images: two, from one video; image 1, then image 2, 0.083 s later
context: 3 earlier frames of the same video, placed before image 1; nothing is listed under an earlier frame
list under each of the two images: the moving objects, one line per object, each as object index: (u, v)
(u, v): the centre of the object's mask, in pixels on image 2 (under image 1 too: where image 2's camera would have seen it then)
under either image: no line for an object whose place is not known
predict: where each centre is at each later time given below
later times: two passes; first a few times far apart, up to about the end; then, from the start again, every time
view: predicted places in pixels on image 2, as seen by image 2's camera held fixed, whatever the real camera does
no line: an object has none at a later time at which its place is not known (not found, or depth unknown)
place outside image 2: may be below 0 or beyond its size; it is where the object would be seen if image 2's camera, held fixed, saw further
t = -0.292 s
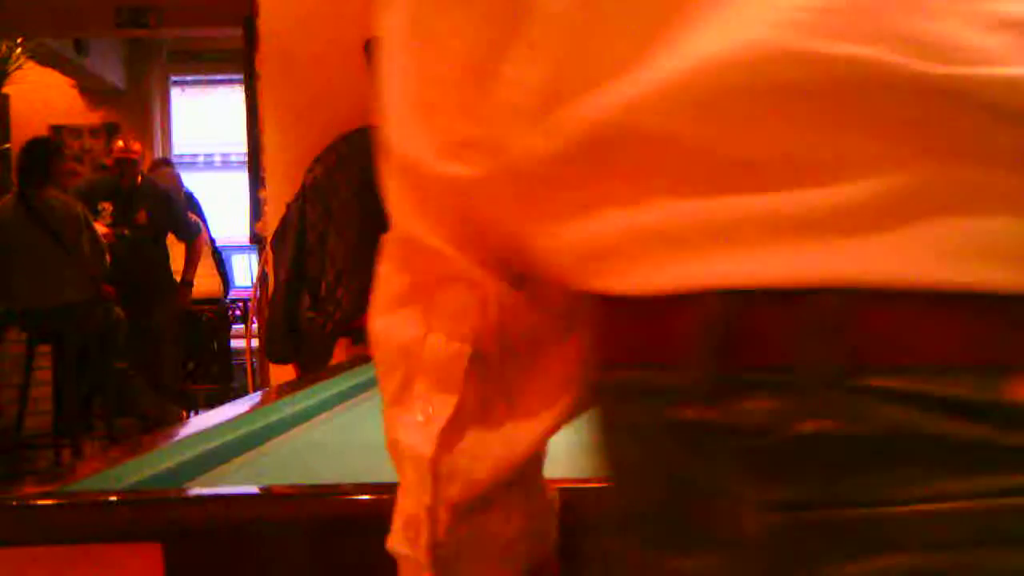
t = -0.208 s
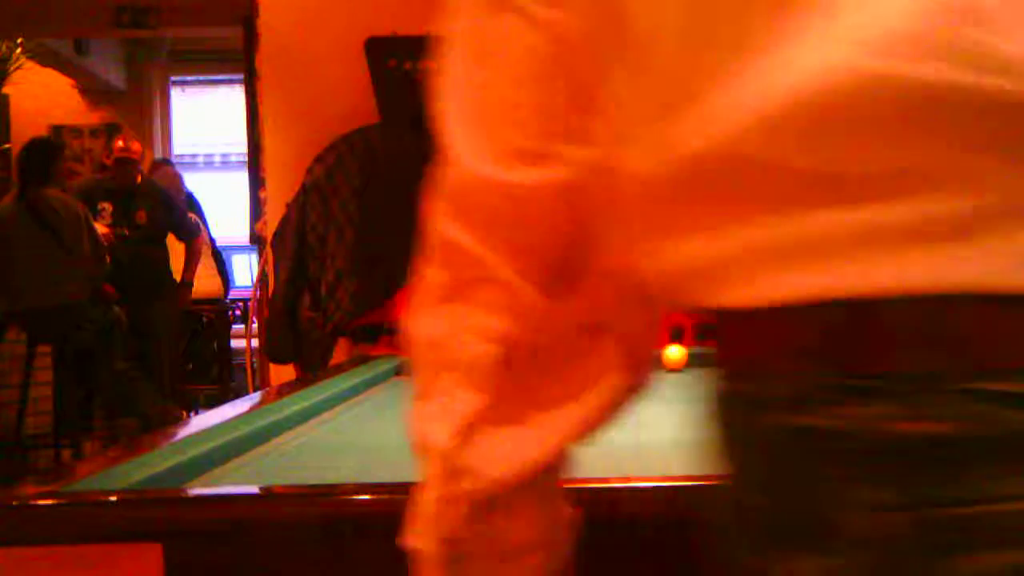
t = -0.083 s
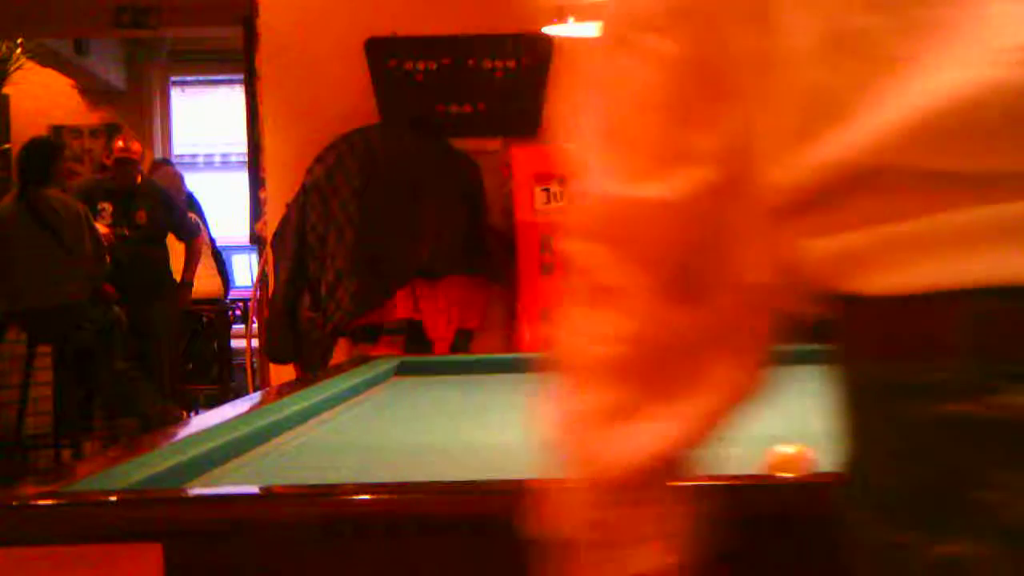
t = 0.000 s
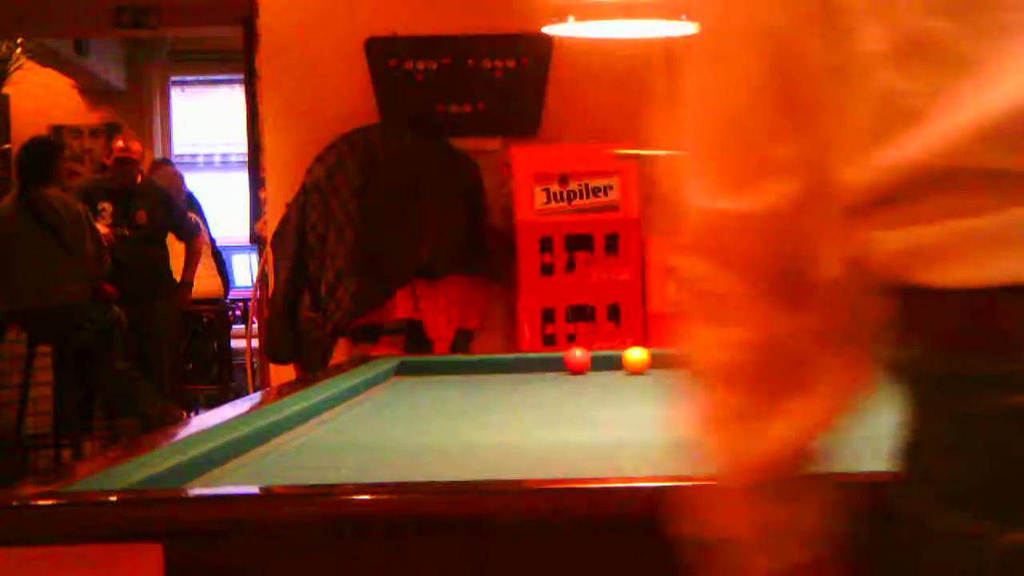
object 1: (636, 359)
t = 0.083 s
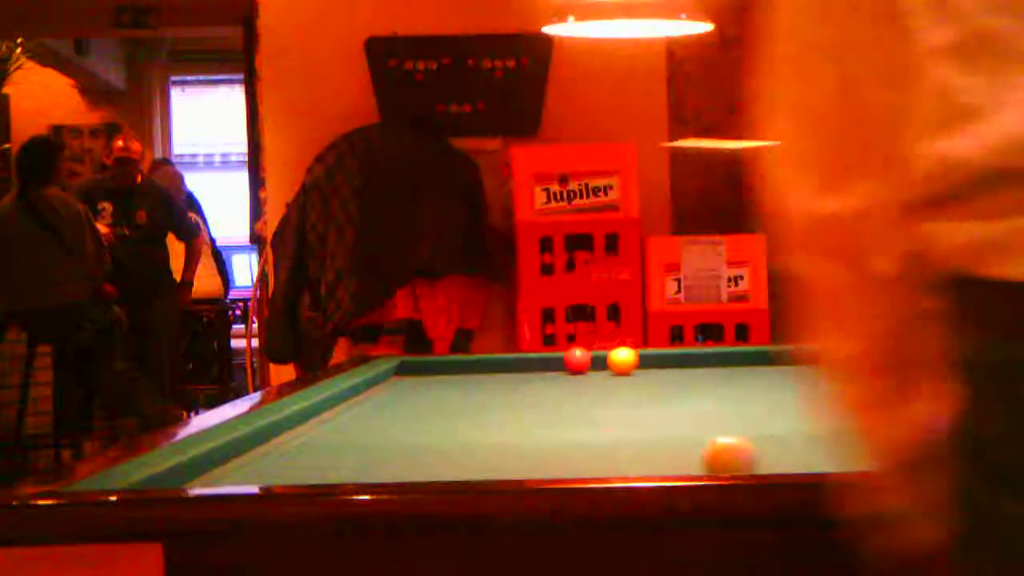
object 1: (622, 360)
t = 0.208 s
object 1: (601, 362)
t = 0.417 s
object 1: (563, 364)
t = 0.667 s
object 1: (519, 367)
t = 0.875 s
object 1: (482, 369)
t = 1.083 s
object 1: (445, 371)
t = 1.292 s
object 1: (409, 373)
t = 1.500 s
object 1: (397, 374)
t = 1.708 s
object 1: (415, 375)
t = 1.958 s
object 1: (437, 375)
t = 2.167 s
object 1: (454, 376)
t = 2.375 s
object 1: (470, 376)
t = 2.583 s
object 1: (486, 376)
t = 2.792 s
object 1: (500, 377)
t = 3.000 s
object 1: (514, 377)
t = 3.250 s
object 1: (529, 378)
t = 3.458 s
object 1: (541, 378)
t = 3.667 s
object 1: (552, 378)
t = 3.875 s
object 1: (562, 379)
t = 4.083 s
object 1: (571, 379)
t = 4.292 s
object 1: (579, 379)
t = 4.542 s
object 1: (586, 379)
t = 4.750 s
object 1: (592, 379)
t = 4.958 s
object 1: (597, 380)
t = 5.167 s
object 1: (600, 380)
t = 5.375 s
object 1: (602, 380)
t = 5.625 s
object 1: (603, 380)
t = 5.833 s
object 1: (604, 380)
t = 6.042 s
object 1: (603, 380)
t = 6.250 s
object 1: (604, 380)
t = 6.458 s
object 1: (604, 380)
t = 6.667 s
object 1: (604, 380)
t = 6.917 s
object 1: (604, 380)
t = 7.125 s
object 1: (604, 380)
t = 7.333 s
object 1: (604, 380)
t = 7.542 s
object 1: (604, 380)
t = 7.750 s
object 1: (604, 380)
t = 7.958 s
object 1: (604, 380)
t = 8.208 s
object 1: (604, 380)
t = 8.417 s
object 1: (604, 380)
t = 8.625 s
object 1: (604, 380)
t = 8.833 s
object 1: (604, 380)
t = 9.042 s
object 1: (604, 380)
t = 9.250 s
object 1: (604, 380)
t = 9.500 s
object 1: (604, 380)
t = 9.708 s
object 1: (604, 380)
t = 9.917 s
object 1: (604, 380)
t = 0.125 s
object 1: (615, 361)
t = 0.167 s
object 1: (608, 361)
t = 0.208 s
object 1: (601, 362)
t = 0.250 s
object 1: (593, 362)
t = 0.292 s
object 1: (585, 362)
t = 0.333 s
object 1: (577, 362)
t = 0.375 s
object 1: (570, 363)
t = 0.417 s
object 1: (563, 364)
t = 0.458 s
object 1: (555, 364)
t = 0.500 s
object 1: (548, 364)
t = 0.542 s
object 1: (541, 365)
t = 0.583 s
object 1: (534, 366)
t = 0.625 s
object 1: (526, 366)
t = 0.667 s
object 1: (519, 367)
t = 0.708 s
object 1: (511, 367)
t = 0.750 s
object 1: (504, 368)
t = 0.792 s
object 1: (497, 368)
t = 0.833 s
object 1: (489, 368)
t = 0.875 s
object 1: (482, 369)
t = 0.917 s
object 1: (475, 369)
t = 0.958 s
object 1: (467, 370)
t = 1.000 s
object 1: (460, 370)
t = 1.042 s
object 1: (453, 370)
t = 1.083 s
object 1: (445, 371)
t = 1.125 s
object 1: (438, 371)
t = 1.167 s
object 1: (430, 372)
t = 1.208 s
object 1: (424, 372)
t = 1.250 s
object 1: (416, 373)
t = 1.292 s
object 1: (409, 373)
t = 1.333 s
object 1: (402, 373)
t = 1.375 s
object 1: (395, 373)
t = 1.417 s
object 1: (390, 374)
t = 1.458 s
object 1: (394, 374)
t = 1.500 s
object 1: (397, 374)
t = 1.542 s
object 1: (401, 374)
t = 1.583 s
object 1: (405, 375)
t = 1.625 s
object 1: (408, 374)
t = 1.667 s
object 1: (412, 375)
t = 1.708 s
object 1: (415, 375)
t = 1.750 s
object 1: (419, 375)
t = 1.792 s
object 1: (423, 375)
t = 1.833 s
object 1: (426, 375)
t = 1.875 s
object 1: (430, 375)
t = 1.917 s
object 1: (433, 375)
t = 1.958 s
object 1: (437, 375)
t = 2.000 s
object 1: (440, 375)
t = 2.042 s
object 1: (443, 375)
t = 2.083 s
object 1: (447, 376)
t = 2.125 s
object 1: (450, 376)
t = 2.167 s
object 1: (454, 376)
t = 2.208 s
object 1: (457, 375)
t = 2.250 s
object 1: (460, 376)
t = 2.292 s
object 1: (464, 376)
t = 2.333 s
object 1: (467, 376)
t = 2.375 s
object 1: (470, 376)
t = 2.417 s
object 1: (473, 376)
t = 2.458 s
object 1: (476, 376)
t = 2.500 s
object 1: (480, 376)
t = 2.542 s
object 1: (483, 376)
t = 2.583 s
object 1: (486, 376)
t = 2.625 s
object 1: (489, 376)
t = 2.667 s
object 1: (491, 377)
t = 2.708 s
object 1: (494, 377)
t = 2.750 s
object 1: (497, 377)
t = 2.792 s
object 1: (500, 377)
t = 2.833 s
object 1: (503, 377)
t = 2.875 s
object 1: (506, 377)
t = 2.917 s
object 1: (509, 377)
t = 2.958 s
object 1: (511, 377)
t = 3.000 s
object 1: (514, 377)
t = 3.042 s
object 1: (516, 377)
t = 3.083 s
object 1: (519, 377)
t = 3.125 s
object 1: (522, 377)
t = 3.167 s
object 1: (524, 378)
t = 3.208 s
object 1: (527, 378)
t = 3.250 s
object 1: (529, 378)
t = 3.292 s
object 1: (532, 378)
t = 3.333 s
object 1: (534, 378)
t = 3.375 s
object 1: (537, 378)
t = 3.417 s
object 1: (539, 378)
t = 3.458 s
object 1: (541, 378)
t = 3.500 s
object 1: (544, 378)
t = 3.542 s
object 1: (546, 378)
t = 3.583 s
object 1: (548, 378)
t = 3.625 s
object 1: (550, 378)
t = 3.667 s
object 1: (552, 378)
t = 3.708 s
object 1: (554, 378)
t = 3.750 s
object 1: (556, 379)
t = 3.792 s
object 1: (558, 379)
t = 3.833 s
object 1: (560, 379)
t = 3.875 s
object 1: (562, 379)
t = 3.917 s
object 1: (564, 378)
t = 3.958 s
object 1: (566, 379)
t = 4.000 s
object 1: (567, 379)
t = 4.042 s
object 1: (569, 379)
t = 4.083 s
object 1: (571, 379)
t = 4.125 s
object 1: (572, 379)
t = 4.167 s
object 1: (574, 379)
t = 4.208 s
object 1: (576, 379)
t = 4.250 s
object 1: (577, 379)
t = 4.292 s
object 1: (579, 379)
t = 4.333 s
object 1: (580, 379)
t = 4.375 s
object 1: (581, 379)
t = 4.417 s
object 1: (582, 379)
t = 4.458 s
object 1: (584, 380)
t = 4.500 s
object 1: (585, 379)
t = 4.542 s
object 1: (586, 379)
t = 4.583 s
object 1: (587, 379)
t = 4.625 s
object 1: (589, 380)
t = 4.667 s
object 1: (590, 379)
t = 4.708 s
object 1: (591, 379)
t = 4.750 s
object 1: (592, 379)
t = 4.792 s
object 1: (593, 379)
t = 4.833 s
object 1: (594, 380)
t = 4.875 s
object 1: (595, 379)
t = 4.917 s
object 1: (596, 380)
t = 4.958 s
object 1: (597, 380)
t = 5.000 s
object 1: (597, 380)
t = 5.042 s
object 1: (598, 380)
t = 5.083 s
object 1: (599, 380)
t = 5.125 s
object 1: (599, 380)
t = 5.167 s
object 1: (600, 380)
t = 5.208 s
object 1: (601, 380)
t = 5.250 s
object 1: (601, 380)
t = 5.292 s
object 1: (601, 380)
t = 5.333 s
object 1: (602, 380)
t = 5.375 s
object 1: (602, 380)
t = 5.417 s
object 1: (603, 380)
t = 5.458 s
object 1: (603, 380)
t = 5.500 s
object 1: (603, 380)
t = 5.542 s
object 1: (603, 380)
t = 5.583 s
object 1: (603, 380)
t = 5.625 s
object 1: (603, 380)
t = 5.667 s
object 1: (604, 380)
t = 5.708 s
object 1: (604, 380)
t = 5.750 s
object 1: (604, 380)
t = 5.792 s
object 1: (604, 380)
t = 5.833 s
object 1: (604, 380)
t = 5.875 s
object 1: (604, 380)
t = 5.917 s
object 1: (604, 380)
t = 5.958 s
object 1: (604, 380)
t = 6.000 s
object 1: (604, 380)
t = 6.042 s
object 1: (603, 380)
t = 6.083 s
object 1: (604, 380)
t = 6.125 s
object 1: (604, 380)
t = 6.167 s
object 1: (604, 380)
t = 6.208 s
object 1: (604, 380)
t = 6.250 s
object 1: (604, 380)
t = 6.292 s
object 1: (604, 380)
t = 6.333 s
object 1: (604, 380)
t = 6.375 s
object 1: (604, 380)
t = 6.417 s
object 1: (604, 380)
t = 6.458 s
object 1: (604, 380)
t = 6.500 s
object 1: (604, 380)
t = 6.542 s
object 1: (604, 380)
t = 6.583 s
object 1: (604, 380)
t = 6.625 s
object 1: (604, 380)
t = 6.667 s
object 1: (604, 380)
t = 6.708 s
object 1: (604, 380)
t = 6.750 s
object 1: (604, 380)
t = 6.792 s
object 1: (604, 380)
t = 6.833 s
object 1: (604, 380)
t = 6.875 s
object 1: (604, 380)
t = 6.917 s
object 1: (604, 380)
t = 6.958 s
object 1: (604, 380)
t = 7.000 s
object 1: (604, 380)
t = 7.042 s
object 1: (604, 380)
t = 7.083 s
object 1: (604, 380)
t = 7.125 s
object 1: (604, 380)
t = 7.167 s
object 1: (604, 380)
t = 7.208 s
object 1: (604, 380)
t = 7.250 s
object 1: (604, 380)
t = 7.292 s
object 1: (604, 380)
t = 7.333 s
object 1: (604, 380)
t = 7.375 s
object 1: (604, 380)
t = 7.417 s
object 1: (604, 380)
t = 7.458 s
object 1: (604, 380)
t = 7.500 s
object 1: (604, 380)
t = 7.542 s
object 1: (604, 380)
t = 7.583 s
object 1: (604, 380)
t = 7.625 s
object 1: (604, 380)
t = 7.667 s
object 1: (604, 380)
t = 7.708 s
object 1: (604, 380)
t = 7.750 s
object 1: (604, 380)
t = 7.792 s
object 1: (604, 380)
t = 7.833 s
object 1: (604, 380)
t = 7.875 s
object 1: (604, 380)
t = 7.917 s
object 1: (604, 380)
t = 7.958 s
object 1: (604, 380)
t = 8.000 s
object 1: (604, 380)
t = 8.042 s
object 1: (604, 380)
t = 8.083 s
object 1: (604, 380)
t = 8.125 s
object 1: (604, 380)
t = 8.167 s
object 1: (604, 380)
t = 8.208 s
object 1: (604, 380)
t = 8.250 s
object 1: (604, 380)
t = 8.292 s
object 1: (604, 380)
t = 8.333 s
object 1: (604, 380)
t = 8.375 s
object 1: (604, 380)
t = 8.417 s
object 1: (604, 380)
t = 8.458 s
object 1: (604, 380)
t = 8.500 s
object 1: (604, 380)
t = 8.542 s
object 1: (604, 380)
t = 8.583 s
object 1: (604, 380)
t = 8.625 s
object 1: (604, 380)
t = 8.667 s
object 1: (604, 380)
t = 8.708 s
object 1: (604, 380)
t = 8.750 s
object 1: (604, 380)
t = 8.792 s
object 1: (604, 380)
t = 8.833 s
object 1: (604, 380)
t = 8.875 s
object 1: (604, 380)
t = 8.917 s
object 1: (604, 380)
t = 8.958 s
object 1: (604, 380)
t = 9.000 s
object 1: (604, 380)
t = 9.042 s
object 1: (604, 380)
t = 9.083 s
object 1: (604, 380)
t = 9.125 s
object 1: (604, 380)
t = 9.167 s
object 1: (604, 380)
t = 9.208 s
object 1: (604, 380)
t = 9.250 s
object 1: (604, 380)
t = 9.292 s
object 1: (604, 380)
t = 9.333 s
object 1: (604, 380)
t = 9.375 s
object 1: (604, 380)
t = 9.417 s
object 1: (604, 380)
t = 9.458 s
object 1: (604, 380)
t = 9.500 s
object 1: (604, 380)
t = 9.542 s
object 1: (604, 380)
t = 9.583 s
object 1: (604, 380)
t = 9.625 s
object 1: (604, 380)
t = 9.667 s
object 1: (604, 380)
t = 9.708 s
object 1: (604, 380)
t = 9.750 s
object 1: (604, 380)
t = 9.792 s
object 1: (604, 380)
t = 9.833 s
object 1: (604, 380)
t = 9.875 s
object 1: (604, 380)
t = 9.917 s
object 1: (604, 380)
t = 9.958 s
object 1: (604, 380)
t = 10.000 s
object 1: (604, 380)
